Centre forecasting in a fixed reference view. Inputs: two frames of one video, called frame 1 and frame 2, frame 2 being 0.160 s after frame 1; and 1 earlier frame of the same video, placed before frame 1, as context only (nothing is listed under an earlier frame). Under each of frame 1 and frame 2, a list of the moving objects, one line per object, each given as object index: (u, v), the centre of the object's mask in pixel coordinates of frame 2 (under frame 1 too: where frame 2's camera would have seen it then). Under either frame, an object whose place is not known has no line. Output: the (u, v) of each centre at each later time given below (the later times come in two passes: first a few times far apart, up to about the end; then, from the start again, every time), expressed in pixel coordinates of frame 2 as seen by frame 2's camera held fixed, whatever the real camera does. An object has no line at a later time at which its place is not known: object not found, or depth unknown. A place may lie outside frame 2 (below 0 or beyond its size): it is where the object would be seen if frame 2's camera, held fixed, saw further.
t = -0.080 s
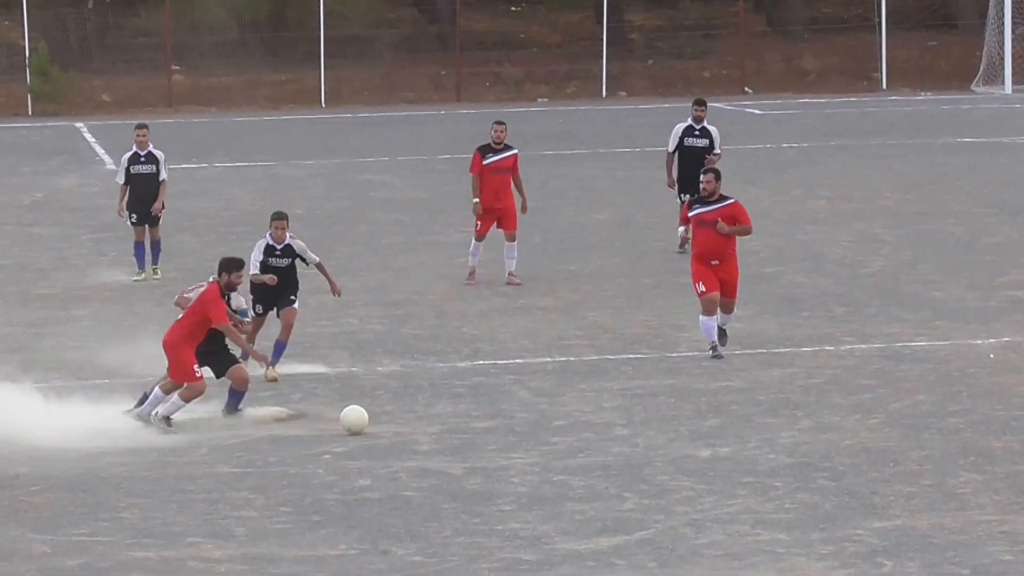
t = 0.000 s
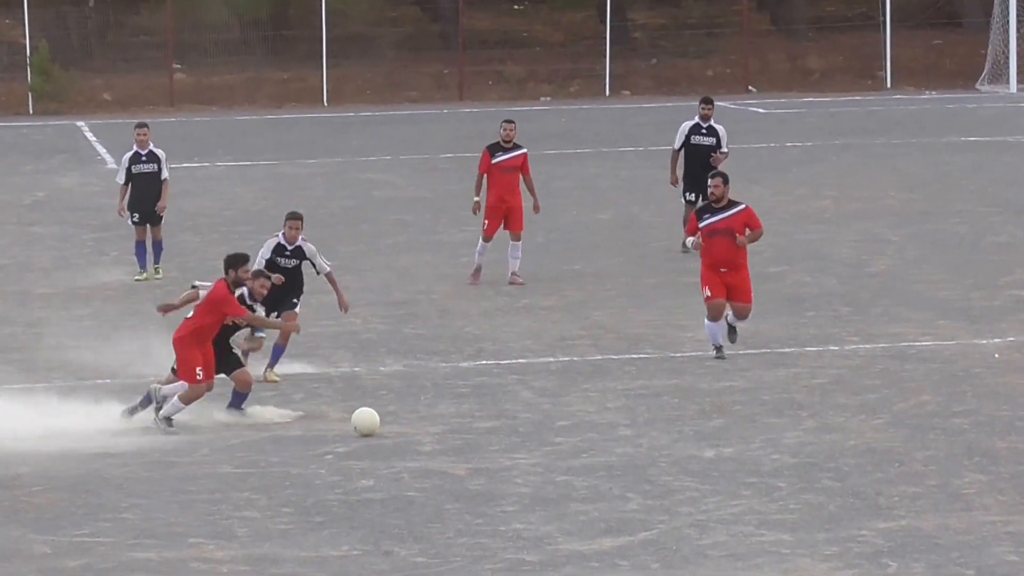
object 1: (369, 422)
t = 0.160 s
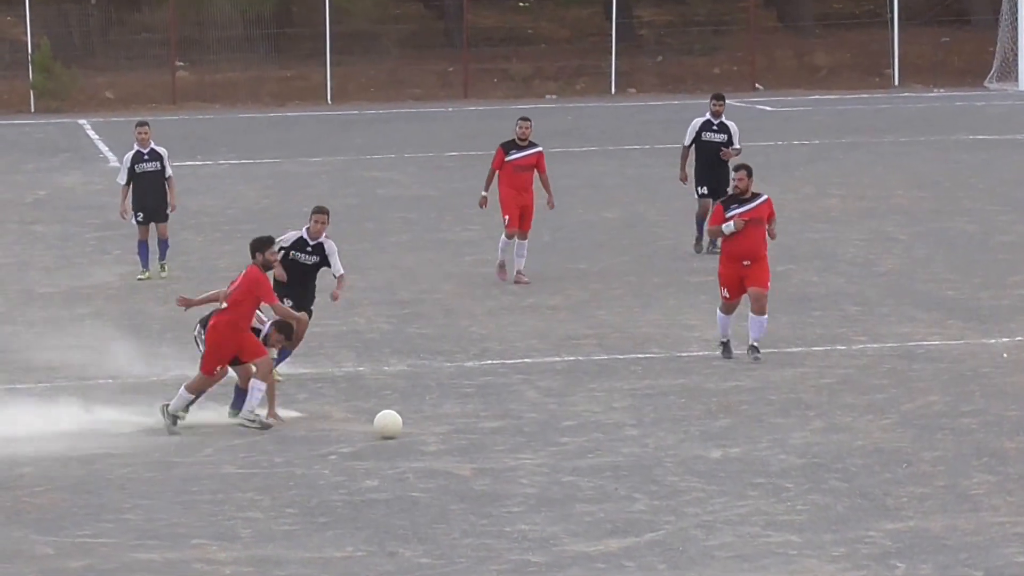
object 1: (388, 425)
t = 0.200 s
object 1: (392, 425)
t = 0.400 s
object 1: (409, 428)
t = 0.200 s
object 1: (392, 425)
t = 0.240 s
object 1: (396, 426)
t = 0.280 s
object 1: (399, 426)
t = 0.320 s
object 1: (403, 426)
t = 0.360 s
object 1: (406, 428)
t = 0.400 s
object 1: (409, 428)
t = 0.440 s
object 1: (413, 429)
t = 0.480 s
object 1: (417, 430)
